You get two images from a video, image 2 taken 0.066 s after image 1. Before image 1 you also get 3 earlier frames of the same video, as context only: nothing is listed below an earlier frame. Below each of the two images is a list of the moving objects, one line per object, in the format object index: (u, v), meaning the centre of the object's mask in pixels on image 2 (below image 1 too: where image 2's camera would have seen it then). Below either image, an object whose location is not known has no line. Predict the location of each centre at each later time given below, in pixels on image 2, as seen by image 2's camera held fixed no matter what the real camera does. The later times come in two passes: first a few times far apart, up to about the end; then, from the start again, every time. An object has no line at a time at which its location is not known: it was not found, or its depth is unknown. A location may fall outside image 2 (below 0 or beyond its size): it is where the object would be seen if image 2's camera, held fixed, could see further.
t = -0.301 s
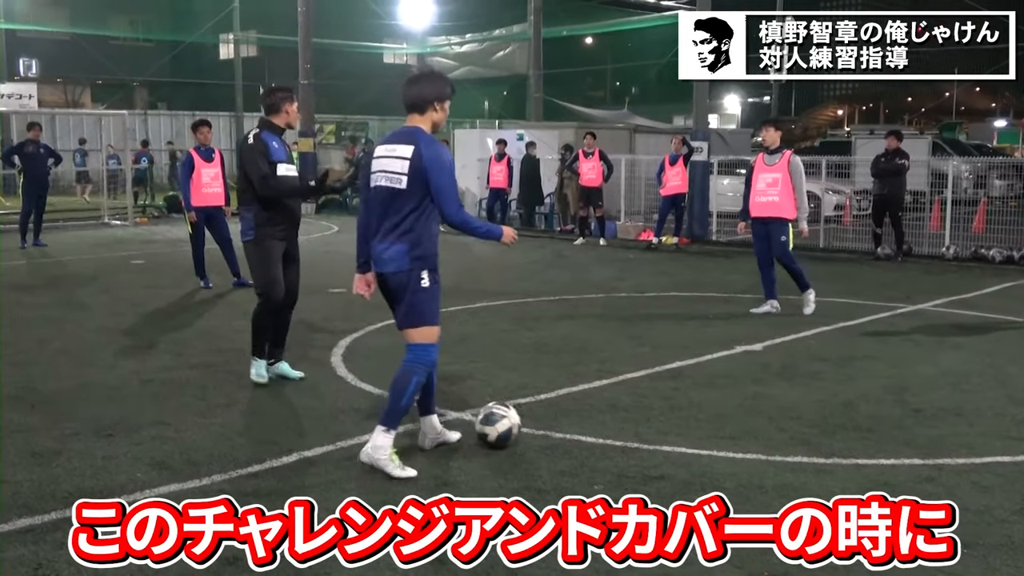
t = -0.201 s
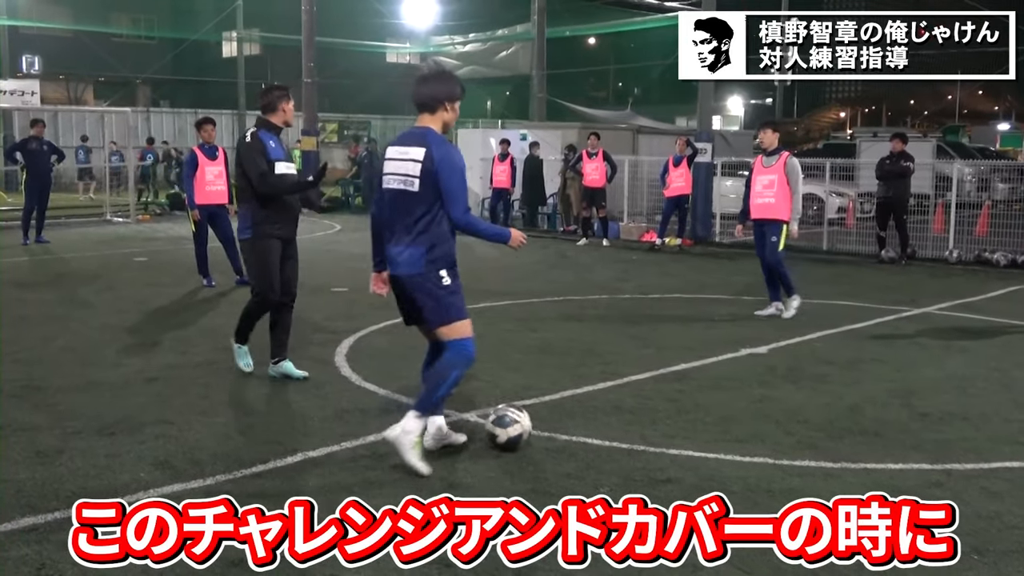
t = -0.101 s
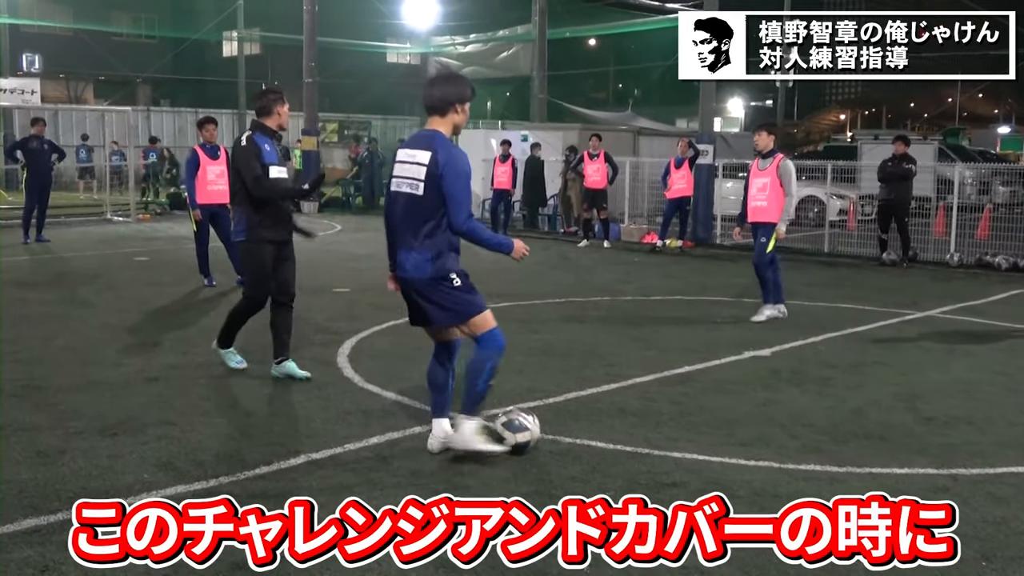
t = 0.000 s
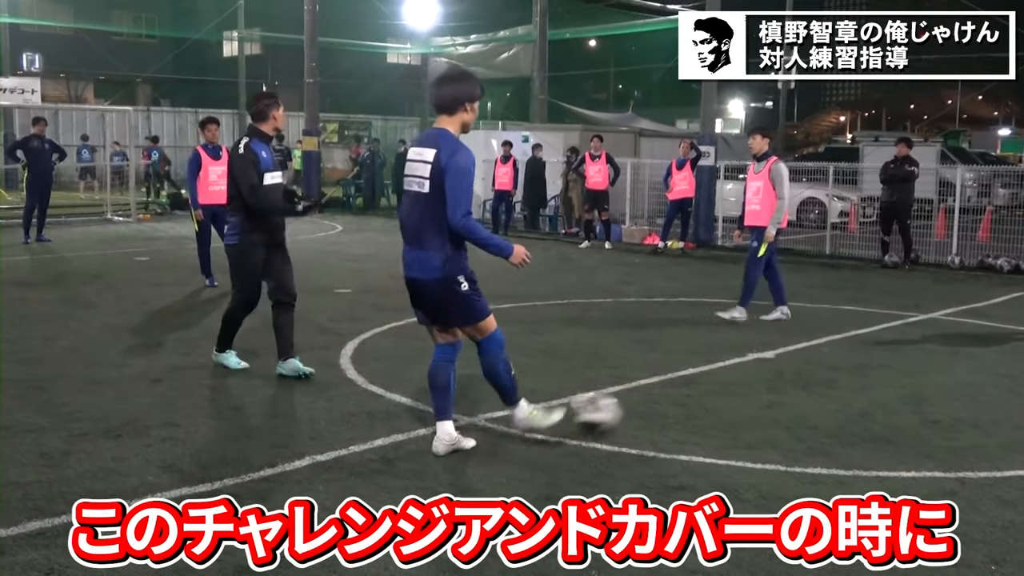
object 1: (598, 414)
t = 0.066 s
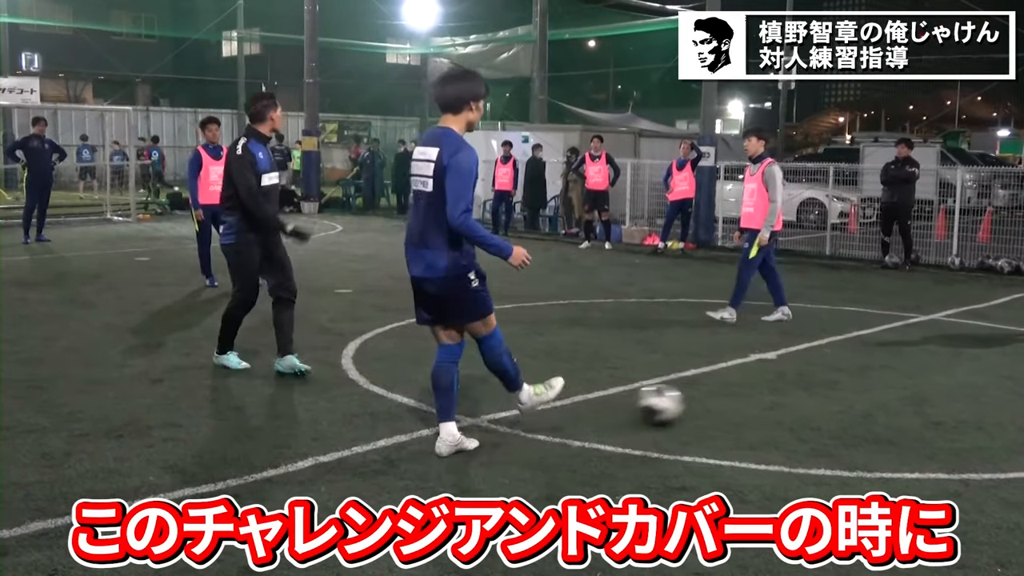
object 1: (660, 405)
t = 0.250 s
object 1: (779, 378)
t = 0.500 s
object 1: (883, 358)
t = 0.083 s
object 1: (673, 402)
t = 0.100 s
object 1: (686, 397)
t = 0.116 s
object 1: (698, 393)
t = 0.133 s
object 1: (709, 388)
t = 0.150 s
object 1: (721, 385)
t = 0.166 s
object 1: (730, 383)
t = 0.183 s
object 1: (740, 381)
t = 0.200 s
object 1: (750, 379)
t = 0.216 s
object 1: (760, 378)
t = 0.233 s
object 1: (769, 377)
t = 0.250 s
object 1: (779, 378)
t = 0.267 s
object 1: (788, 377)
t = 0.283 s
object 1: (796, 374)
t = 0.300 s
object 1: (804, 371)
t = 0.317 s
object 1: (811, 369)
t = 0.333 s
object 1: (819, 366)
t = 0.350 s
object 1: (827, 364)
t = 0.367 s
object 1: (833, 363)
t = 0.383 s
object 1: (840, 364)
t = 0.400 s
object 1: (847, 364)
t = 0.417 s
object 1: (853, 364)
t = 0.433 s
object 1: (859, 363)
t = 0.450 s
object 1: (865, 361)
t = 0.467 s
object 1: (871, 360)
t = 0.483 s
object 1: (878, 358)
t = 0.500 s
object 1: (883, 358)
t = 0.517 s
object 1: (889, 356)
